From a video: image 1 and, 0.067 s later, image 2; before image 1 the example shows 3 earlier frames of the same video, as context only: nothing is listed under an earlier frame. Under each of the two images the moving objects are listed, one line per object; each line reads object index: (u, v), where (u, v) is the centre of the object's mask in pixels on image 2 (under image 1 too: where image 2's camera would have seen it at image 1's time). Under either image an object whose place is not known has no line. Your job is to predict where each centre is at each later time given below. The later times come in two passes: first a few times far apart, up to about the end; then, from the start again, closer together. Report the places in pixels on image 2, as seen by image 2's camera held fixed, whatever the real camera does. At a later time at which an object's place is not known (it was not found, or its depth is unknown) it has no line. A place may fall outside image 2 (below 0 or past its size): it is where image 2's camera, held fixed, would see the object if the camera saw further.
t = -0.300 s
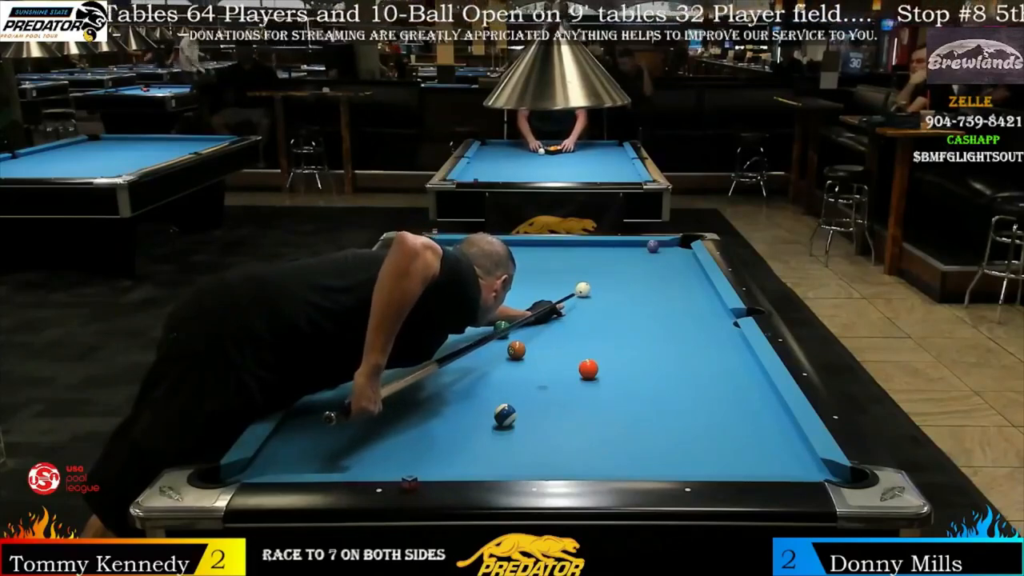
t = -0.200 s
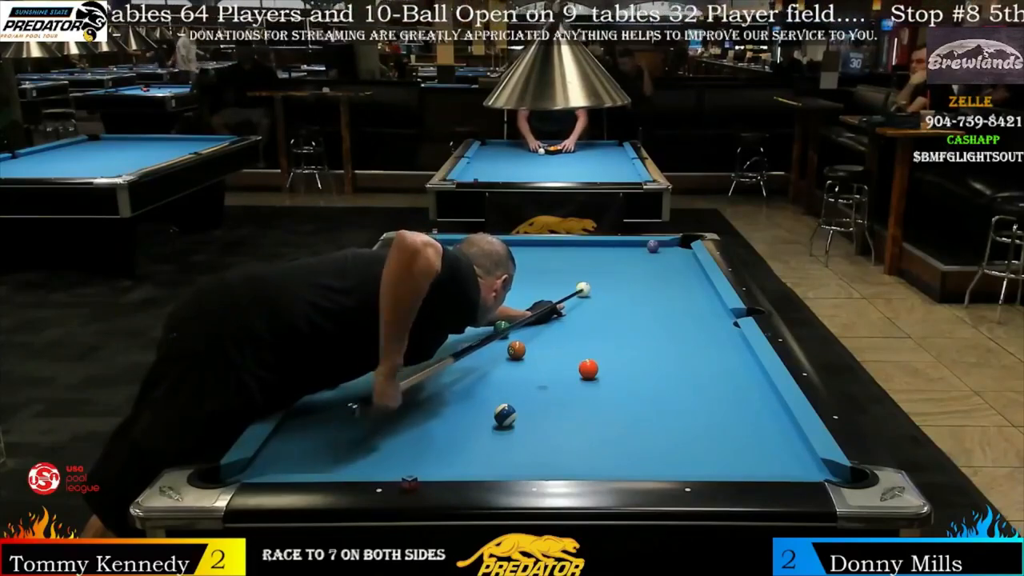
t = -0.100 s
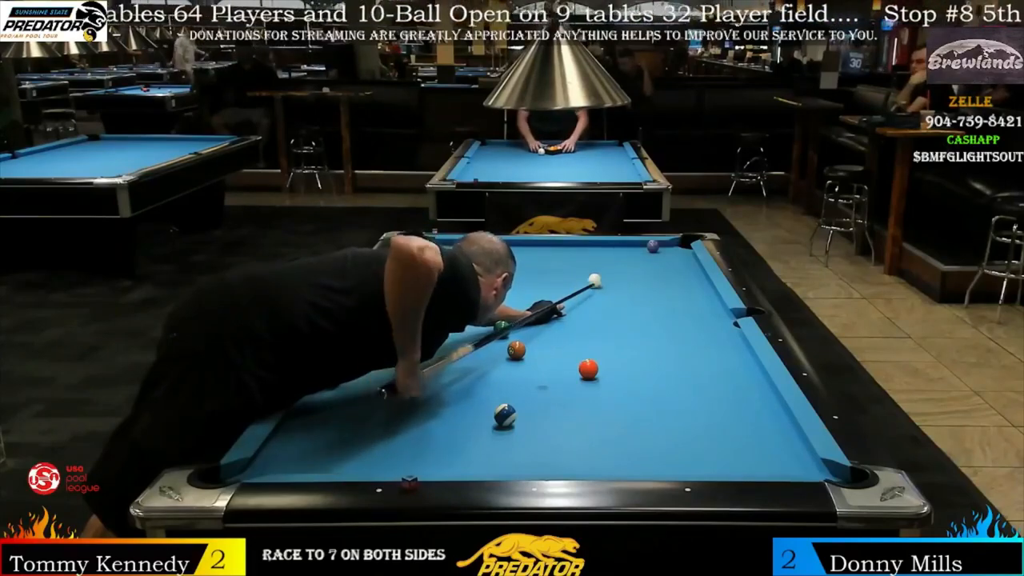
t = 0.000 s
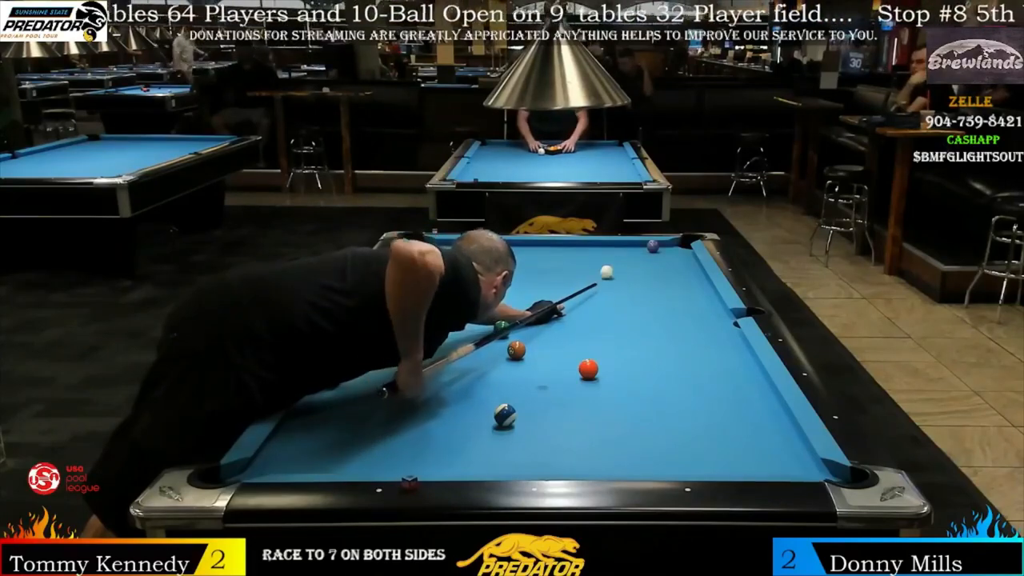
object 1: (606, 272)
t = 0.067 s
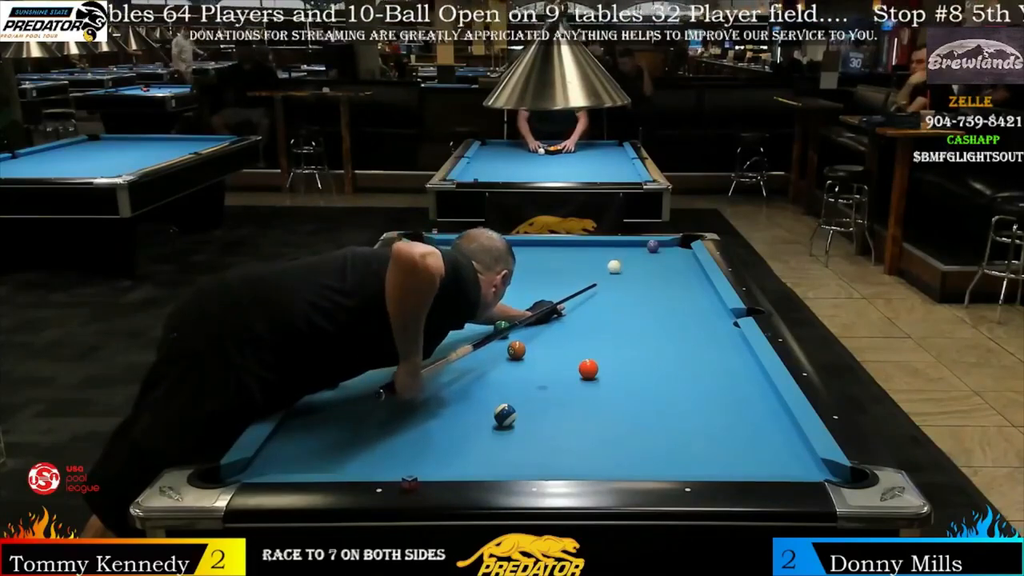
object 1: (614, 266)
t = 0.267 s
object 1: (634, 252)
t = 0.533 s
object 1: (640, 246)
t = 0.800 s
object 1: (655, 253)
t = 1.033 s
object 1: (669, 259)
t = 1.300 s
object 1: (685, 267)
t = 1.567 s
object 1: (699, 274)
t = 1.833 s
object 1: (697, 281)
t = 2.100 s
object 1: (694, 287)
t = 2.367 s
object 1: (690, 293)
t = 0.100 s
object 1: (618, 264)
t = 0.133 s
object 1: (621, 262)
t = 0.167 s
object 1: (624, 259)
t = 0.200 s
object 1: (628, 257)
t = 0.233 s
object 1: (631, 254)
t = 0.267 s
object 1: (634, 252)
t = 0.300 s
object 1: (637, 250)
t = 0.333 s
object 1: (640, 248)
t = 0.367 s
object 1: (639, 246)
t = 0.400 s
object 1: (637, 244)
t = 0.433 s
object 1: (635, 243)
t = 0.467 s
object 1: (636, 244)
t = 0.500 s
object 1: (638, 244)
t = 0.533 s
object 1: (640, 246)
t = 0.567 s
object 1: (642, 246)
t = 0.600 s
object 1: (644, 248)
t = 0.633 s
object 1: (646, 248)
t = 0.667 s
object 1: (647, 249)
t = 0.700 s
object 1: (649, 250)
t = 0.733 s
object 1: (651, 251)
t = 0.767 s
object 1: (653, 252)
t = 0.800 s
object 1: (655, 253)
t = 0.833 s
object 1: (657, 254)
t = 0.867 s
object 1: (659, 255)
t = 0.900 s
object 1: (661, 256)
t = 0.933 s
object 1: (663, 256)
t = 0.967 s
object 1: (665, 257)
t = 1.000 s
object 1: (667, 258)
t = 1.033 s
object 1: (669, 259)
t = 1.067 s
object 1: (671, 260)
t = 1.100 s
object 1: (673, 261)
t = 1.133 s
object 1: (675, 262)
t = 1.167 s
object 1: (677, 263)
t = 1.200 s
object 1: (678, 264)
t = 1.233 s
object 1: (681, 265)
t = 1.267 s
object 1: (683, 266)
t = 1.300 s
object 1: (685, 267)
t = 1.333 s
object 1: (687, 268)
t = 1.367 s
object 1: (689, 269)
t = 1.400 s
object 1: (691, 270)
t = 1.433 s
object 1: (692, 271)
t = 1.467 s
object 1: (695, 272)
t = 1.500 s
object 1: (697, 273)
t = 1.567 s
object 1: (699, 274)
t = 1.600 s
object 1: (699, 275)
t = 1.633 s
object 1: (699, 276)
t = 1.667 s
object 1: (699, 277)
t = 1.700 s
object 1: (699, 278)
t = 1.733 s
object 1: (699, 278)
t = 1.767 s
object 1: (698, 279)
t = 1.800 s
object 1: (697, 280)
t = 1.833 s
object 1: (697, 281)
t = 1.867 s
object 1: (697, 282)
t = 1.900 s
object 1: (696, 282)
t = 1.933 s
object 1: (696, 283)
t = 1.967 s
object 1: (695, 284)
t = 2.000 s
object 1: (695, 284)
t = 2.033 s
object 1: (695, 285)
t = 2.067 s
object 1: (694, 286)
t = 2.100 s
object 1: (694, 287)
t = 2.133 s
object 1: (694, 288)
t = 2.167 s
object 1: (693, 289)
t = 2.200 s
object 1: (693, 289)
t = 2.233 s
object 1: (693, 290)
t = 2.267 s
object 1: (692, 291)
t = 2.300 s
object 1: (691, 292)
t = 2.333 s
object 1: (691, 292)
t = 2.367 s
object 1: (690, 293)
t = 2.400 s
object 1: (690, 294)
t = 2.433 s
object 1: (690, 295)
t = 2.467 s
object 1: (690, 295)
